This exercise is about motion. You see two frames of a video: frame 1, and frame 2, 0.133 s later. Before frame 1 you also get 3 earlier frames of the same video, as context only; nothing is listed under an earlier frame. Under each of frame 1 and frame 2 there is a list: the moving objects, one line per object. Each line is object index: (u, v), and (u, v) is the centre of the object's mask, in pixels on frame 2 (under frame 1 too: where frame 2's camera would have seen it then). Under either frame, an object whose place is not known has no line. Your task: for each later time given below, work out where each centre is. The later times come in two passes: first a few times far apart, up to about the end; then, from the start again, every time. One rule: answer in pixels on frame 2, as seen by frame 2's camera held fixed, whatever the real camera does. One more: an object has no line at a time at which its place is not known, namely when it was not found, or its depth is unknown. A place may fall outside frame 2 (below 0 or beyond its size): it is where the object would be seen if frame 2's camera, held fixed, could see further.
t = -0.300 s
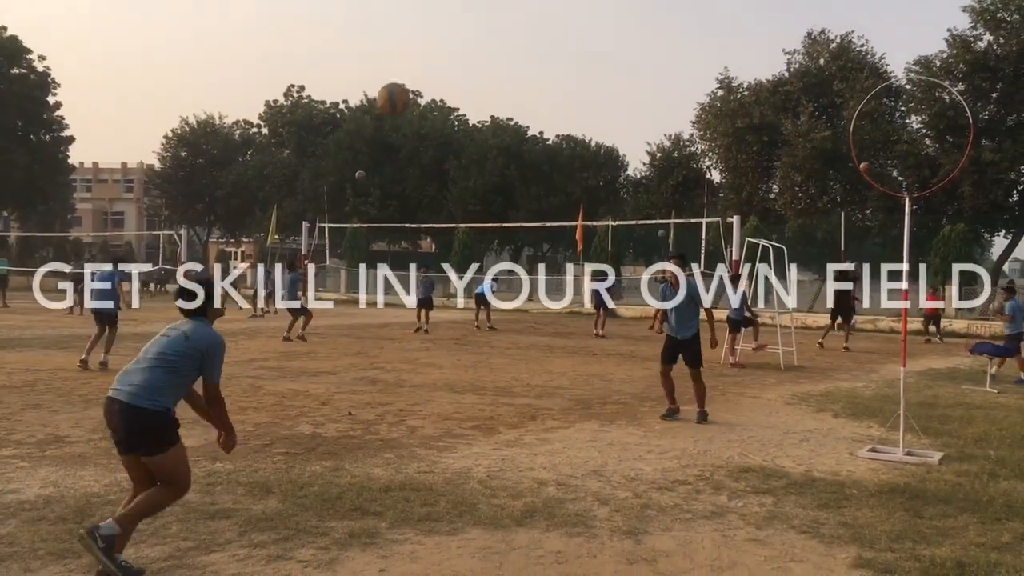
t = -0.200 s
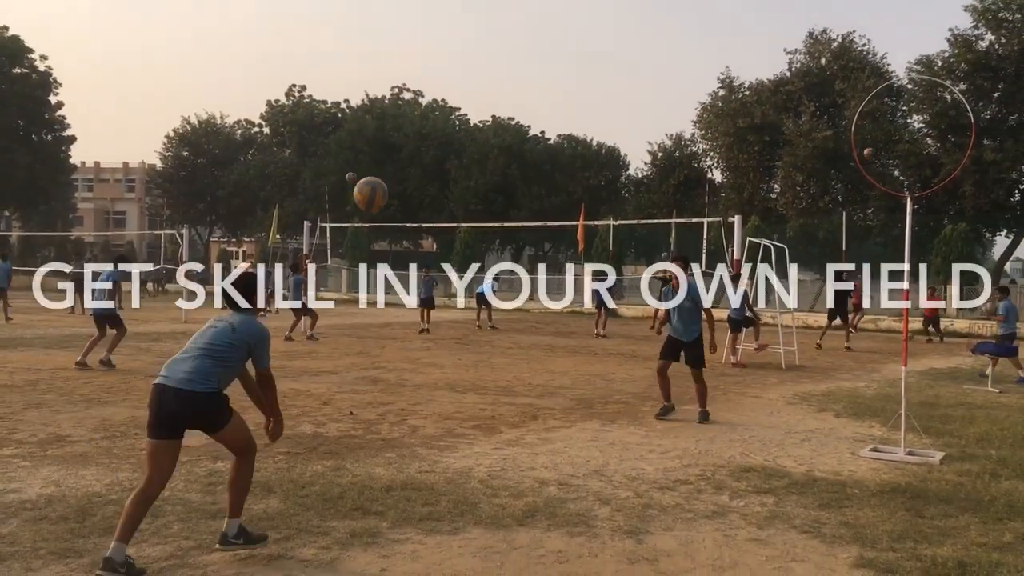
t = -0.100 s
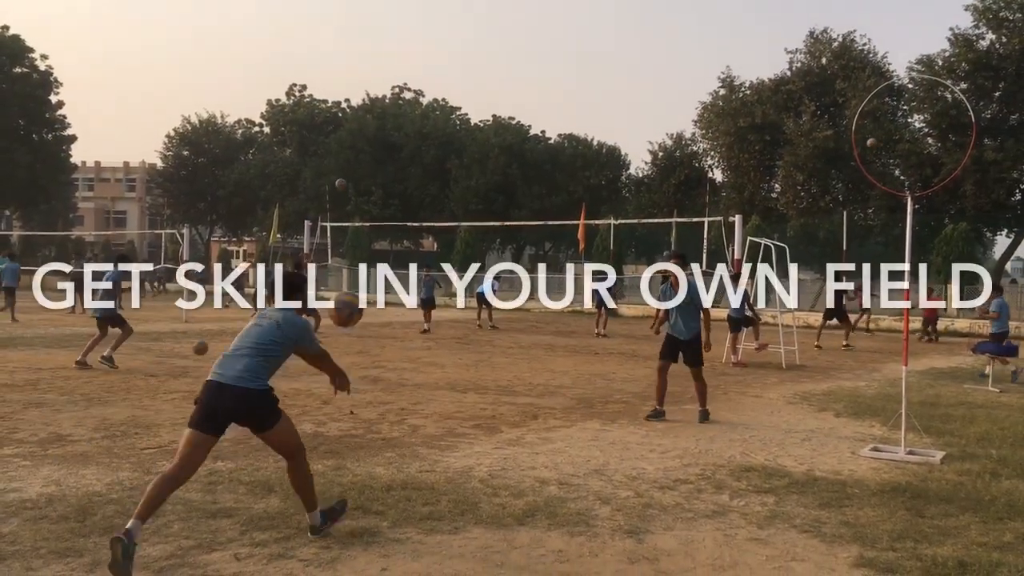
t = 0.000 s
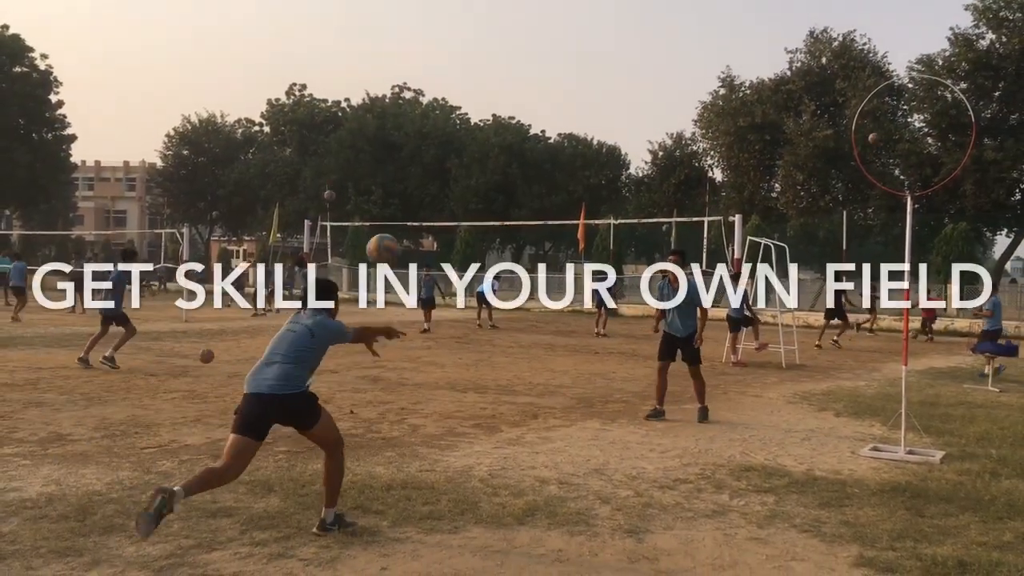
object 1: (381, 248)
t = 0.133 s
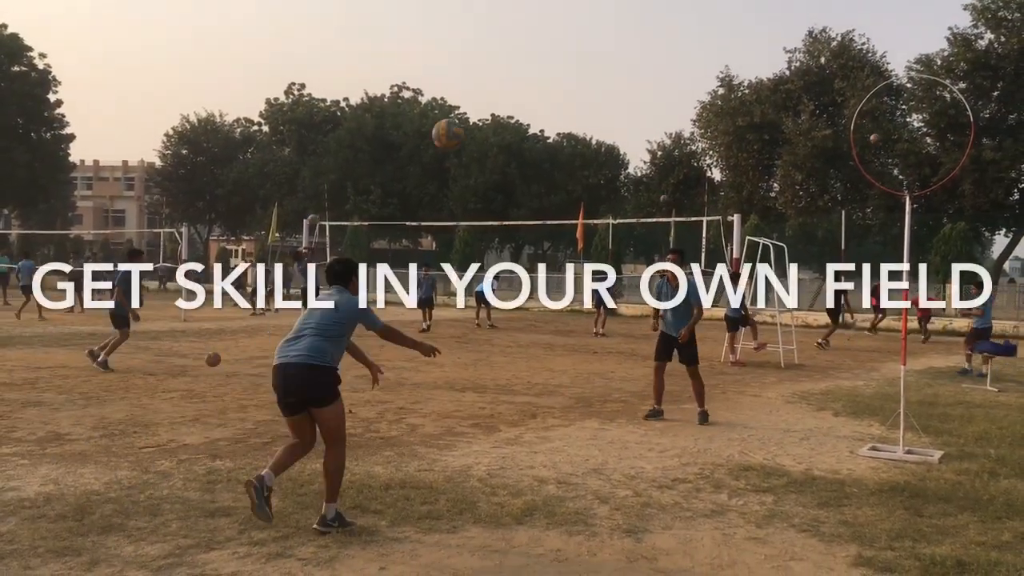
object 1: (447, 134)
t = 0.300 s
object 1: (515, 44)
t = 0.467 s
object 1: (571, 7)
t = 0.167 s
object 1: (463, 112)
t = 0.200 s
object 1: (477, 92)
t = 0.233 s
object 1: (490, 74)
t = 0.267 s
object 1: (503, 58)
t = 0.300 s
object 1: (515, 44)
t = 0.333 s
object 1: (528, 32)
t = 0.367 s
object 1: (539, 22)
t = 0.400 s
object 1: (550, 14)
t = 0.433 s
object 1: (561, 10)
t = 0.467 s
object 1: (571, 7)
